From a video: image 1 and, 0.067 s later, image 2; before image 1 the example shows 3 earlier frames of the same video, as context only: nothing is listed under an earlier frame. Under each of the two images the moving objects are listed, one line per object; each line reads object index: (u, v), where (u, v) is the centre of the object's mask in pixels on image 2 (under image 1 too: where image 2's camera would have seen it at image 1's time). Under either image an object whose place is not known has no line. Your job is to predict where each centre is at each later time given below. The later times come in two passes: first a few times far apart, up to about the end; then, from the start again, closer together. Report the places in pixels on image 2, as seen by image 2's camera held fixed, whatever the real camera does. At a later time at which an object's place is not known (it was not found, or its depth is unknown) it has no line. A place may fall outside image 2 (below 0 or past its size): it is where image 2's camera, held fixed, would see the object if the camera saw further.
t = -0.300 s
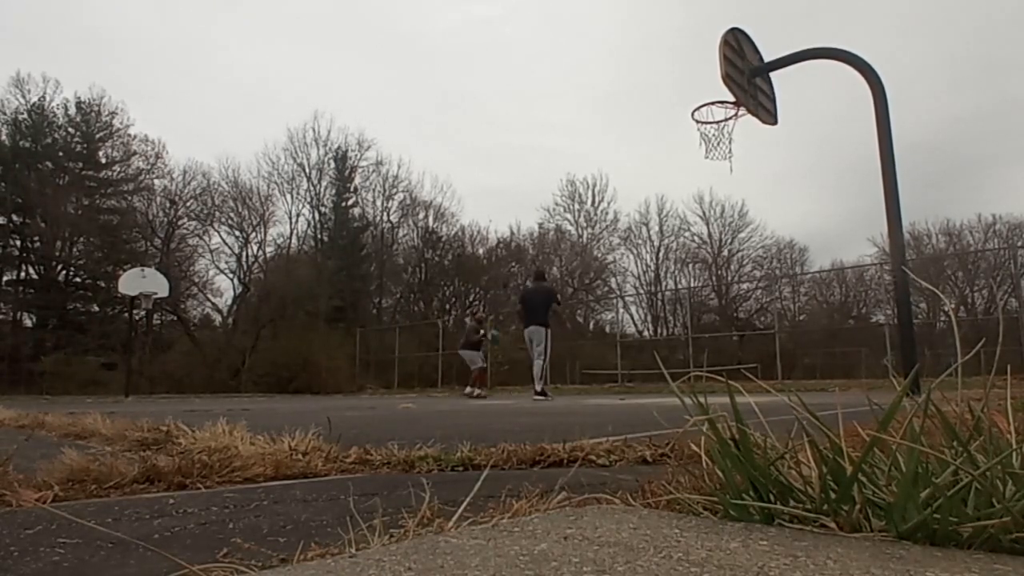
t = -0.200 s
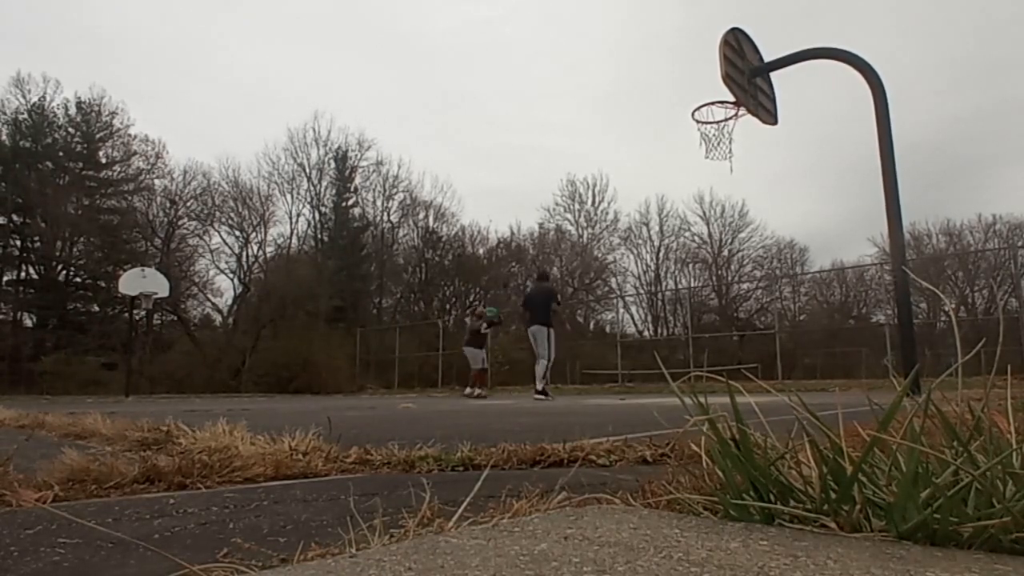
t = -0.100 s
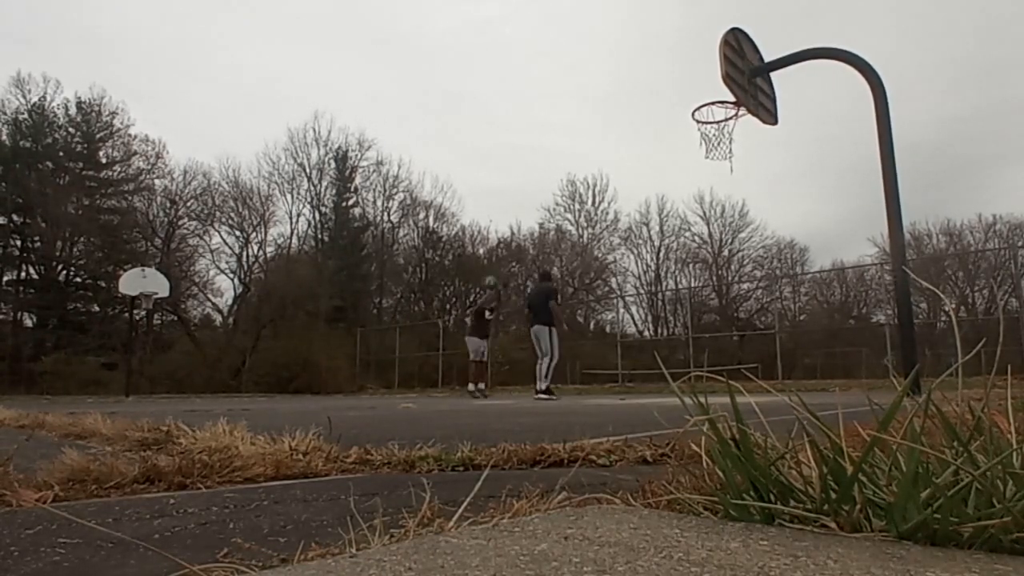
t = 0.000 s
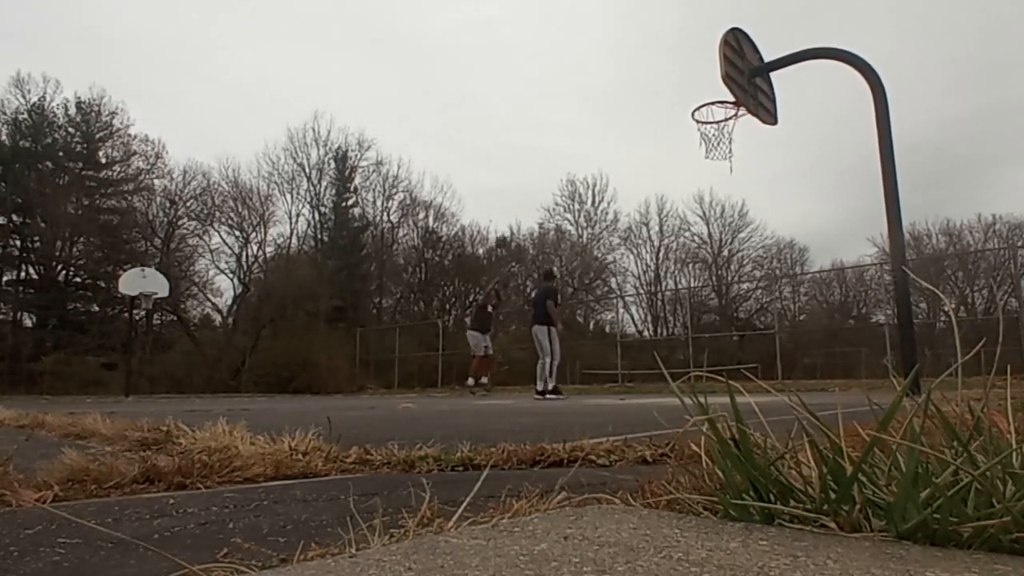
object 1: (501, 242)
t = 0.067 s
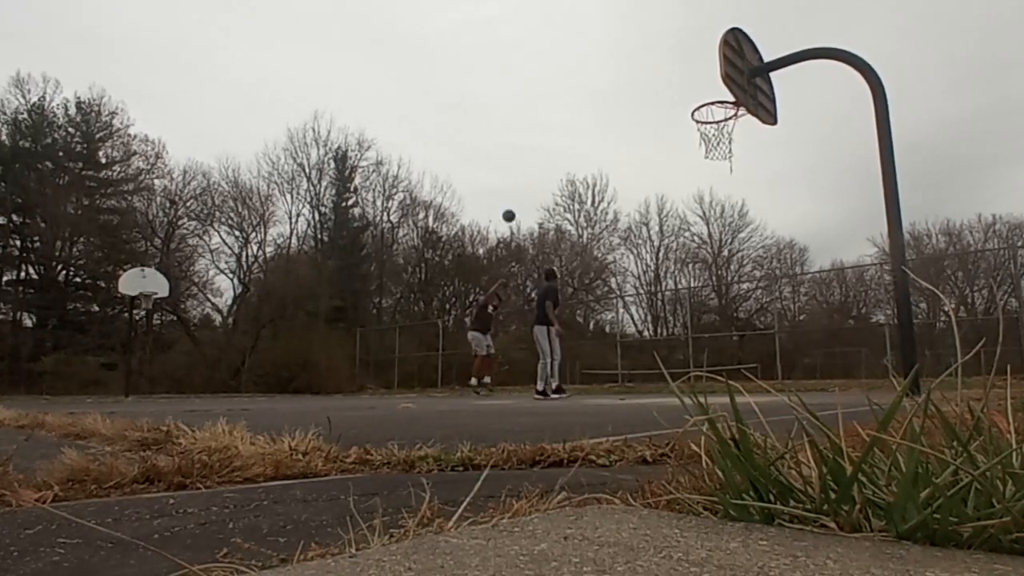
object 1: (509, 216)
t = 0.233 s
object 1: (529, 159)
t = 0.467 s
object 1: (561, 97)
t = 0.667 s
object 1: (593, 64)
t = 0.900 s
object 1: (639, 54)
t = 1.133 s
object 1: (696, 85)
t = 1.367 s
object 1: (722, 156)
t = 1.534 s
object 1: (720, 233)
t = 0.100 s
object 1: (512, 203)
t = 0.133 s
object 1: (517, 192)
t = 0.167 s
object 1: (521, 180)
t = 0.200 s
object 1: (525, 169)
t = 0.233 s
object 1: (529, 159)
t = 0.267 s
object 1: (533, 148)
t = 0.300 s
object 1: (538, 139)
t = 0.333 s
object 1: (542, 129)
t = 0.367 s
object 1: (547, 121)
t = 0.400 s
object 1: (552, 112)
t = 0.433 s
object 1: (556, 105)
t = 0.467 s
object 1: (561, 97)
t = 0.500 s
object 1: (566, 90)
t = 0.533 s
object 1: (571, 84)
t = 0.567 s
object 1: (577, 78)
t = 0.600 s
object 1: (582, 73)
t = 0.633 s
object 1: (588, 68)
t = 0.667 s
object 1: (593, 64)
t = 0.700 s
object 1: (599, 60)
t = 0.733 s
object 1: (605, 57)
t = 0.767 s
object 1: (612, 55)
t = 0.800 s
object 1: (618, 54)
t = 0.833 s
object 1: (625, 53)
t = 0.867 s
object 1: (631, 53)
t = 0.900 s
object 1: (639, 54)
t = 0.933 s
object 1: (646, 55)
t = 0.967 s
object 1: (653, 58)
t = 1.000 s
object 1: (661, 61)
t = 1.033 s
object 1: (670, 66)
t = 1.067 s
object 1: (678, 71)
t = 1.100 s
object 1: (687, 78)
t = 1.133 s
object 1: (696, 85)
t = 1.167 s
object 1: (705, 94)
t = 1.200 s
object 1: (715, 105)
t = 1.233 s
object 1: (725, 116)
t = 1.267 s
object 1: (725, 125)
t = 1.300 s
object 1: (724, 134)
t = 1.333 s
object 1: (723, 144)
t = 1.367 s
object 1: (722, 156)
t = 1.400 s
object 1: (721, 168)
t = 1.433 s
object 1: (721, 182)
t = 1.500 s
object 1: (720, 215)
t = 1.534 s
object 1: (720, 233)
